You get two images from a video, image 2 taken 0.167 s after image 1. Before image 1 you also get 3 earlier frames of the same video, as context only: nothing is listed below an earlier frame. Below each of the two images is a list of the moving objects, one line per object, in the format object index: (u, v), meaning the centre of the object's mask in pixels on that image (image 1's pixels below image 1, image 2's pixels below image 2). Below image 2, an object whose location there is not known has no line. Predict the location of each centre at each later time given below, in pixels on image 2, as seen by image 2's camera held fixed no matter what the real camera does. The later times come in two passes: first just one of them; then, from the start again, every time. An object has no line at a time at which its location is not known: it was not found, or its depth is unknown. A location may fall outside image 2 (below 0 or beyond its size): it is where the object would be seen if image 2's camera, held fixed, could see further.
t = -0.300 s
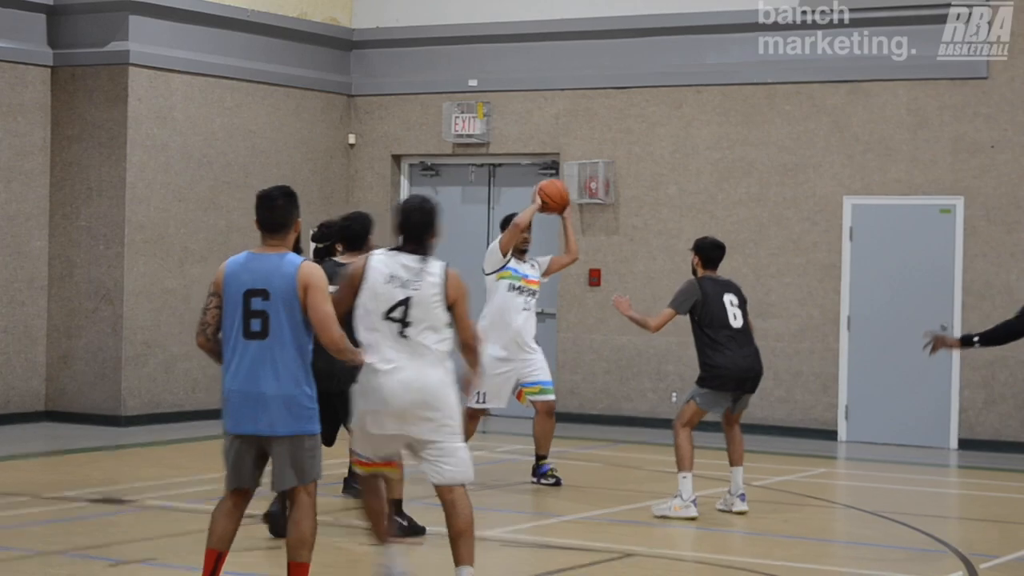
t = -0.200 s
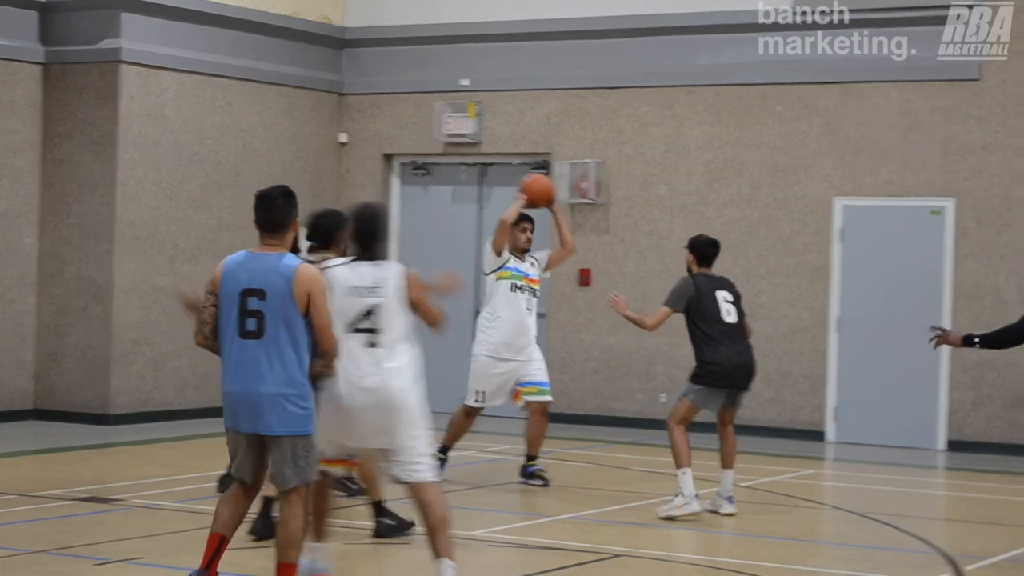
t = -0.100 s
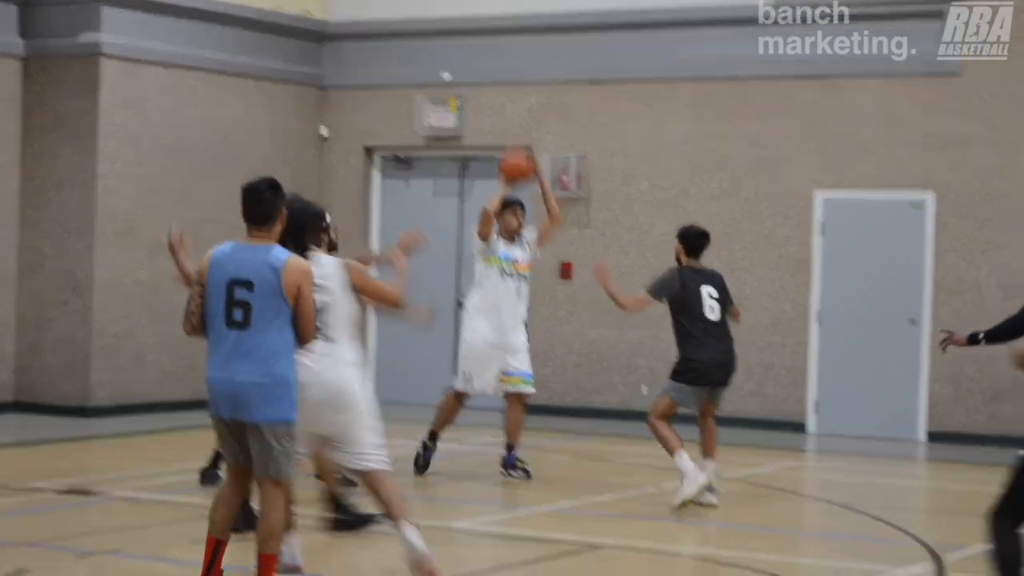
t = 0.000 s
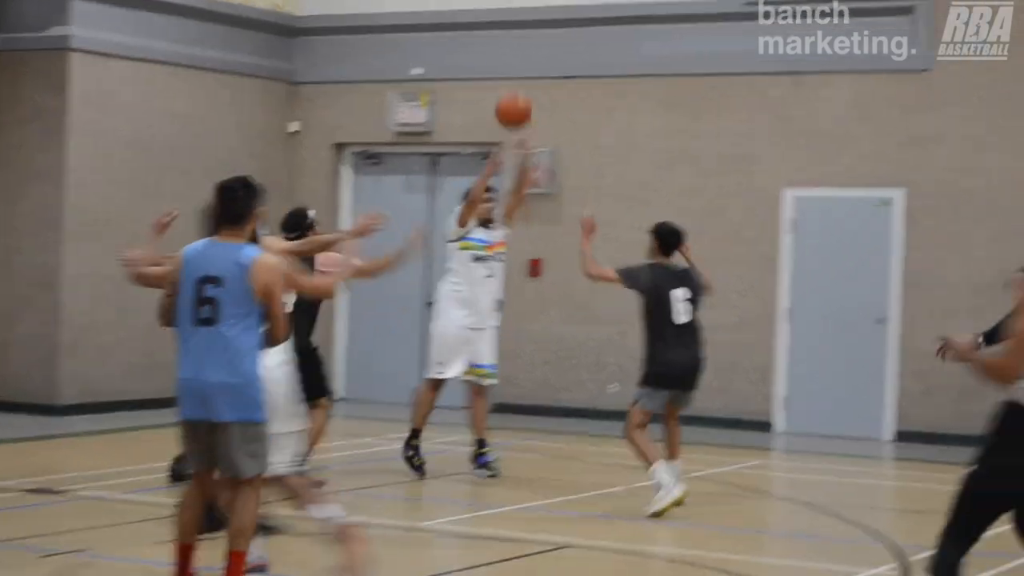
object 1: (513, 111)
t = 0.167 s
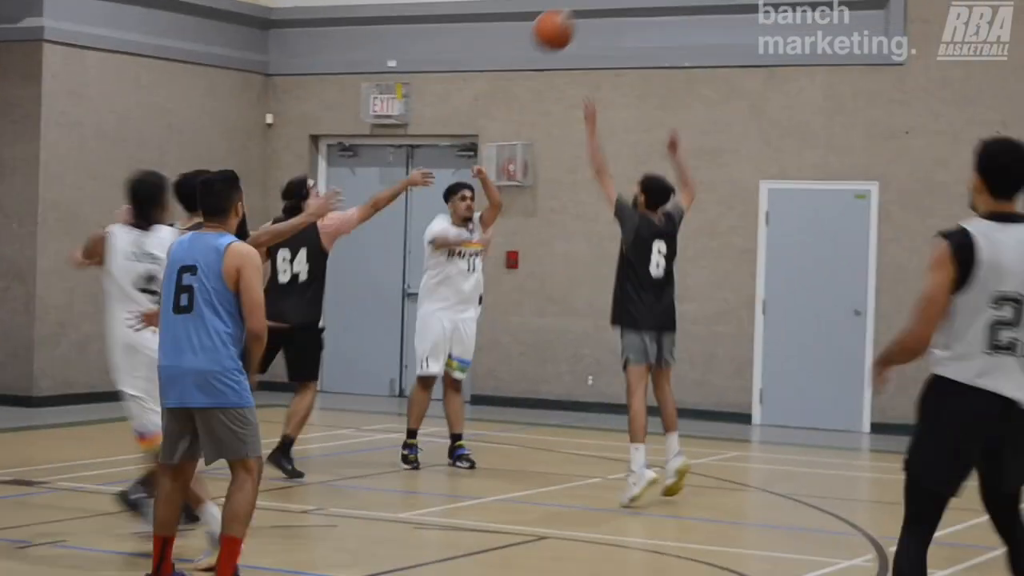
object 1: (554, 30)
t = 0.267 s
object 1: (601, 9)
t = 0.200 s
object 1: (569, 21)
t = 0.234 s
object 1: (585, 14)
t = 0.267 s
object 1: (601, 9)
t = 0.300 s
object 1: (617, 5)
